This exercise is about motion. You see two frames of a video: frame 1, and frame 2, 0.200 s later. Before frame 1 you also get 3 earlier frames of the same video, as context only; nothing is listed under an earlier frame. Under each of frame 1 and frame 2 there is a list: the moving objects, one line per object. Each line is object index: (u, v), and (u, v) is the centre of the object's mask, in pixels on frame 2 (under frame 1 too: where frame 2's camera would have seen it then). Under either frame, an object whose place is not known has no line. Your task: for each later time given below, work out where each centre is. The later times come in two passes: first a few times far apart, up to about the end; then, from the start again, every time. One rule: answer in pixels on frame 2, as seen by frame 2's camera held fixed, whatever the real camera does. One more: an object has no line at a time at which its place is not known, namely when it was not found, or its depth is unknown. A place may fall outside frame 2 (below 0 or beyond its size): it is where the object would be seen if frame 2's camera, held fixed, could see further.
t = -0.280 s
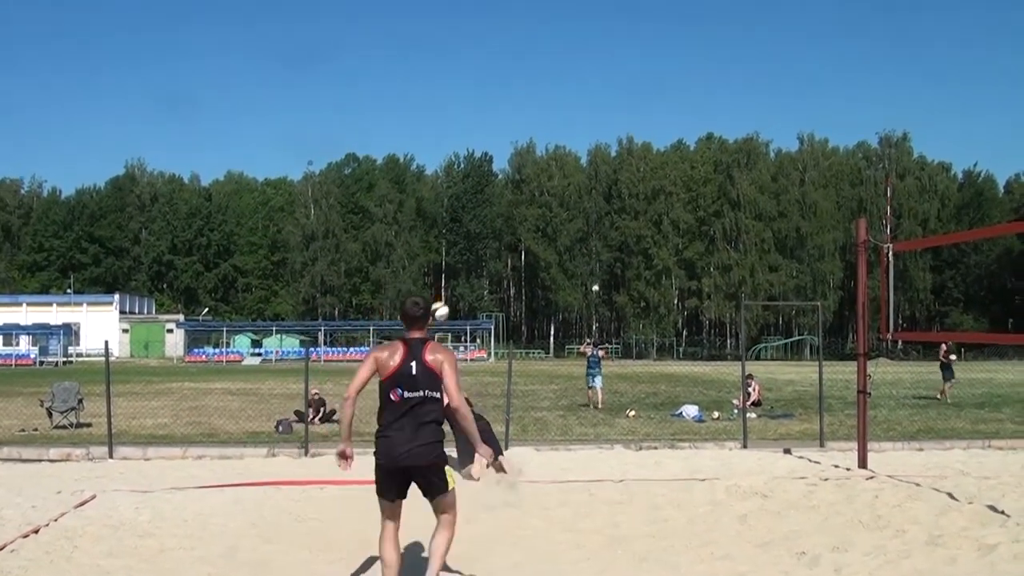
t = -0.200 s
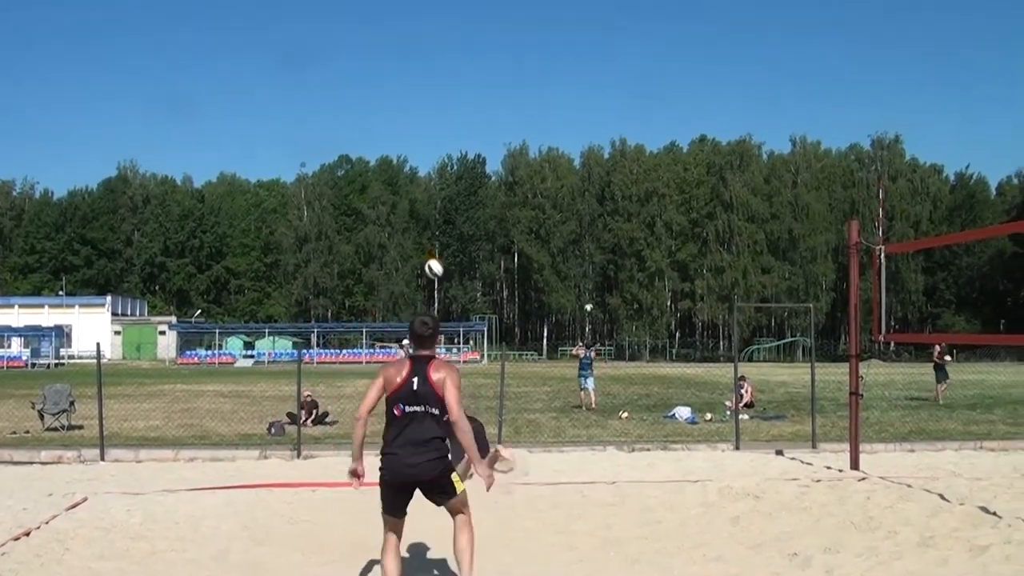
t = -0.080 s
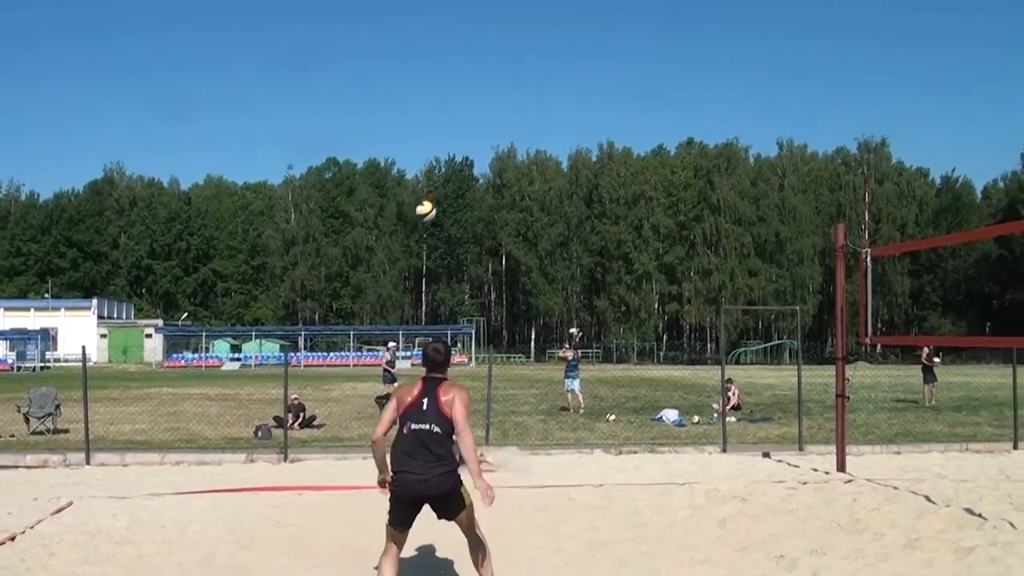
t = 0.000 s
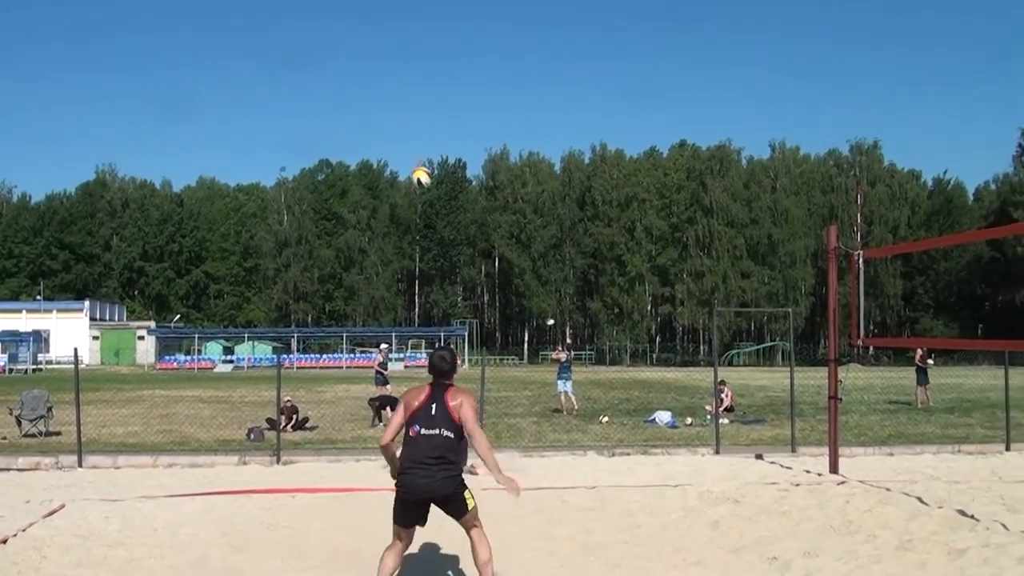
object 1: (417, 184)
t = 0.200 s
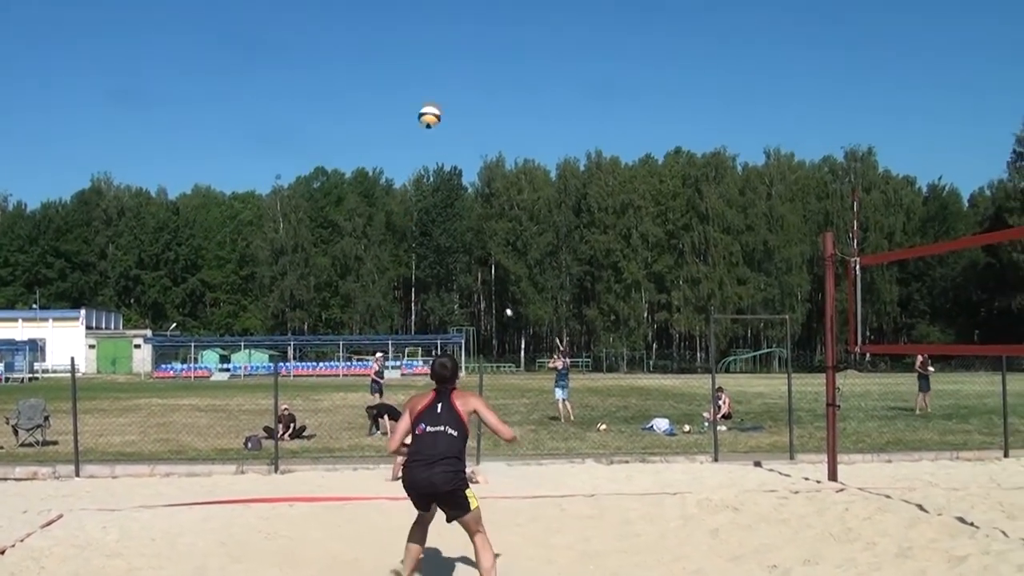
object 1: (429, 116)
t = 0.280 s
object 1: (435, 97)
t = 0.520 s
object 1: (456, 81)
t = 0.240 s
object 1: (432, 106)
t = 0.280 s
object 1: (435, 97)
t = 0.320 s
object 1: (438, 90)
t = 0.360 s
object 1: (441, 85)
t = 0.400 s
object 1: (445, 81)
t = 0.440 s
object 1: (448, 79)
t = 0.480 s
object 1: (452, 79)
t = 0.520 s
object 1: (456, 81)
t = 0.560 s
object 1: (460, 85)
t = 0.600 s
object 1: (465, 91)
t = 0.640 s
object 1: (469, 99)
